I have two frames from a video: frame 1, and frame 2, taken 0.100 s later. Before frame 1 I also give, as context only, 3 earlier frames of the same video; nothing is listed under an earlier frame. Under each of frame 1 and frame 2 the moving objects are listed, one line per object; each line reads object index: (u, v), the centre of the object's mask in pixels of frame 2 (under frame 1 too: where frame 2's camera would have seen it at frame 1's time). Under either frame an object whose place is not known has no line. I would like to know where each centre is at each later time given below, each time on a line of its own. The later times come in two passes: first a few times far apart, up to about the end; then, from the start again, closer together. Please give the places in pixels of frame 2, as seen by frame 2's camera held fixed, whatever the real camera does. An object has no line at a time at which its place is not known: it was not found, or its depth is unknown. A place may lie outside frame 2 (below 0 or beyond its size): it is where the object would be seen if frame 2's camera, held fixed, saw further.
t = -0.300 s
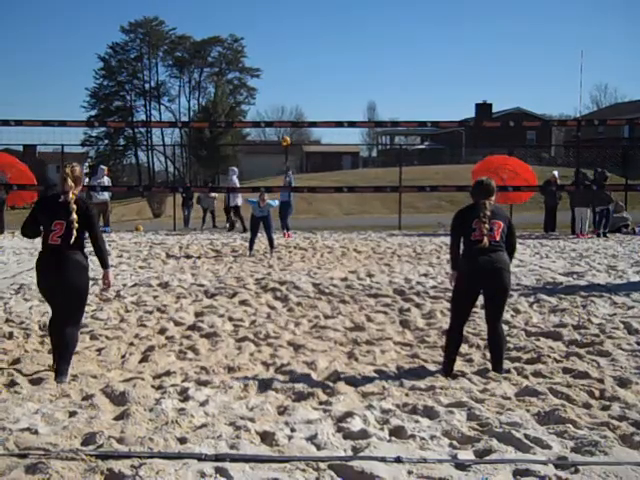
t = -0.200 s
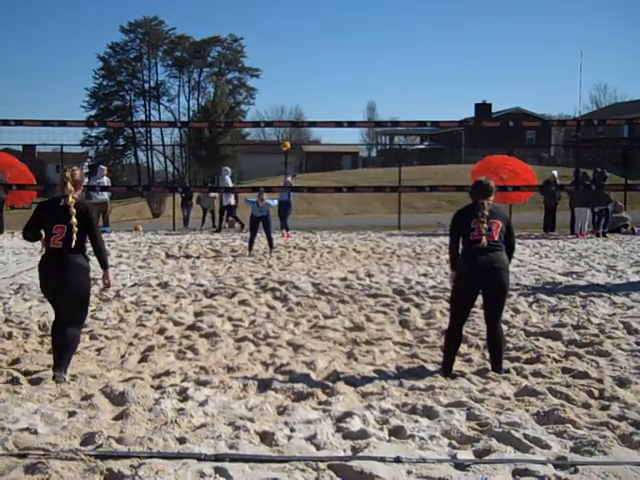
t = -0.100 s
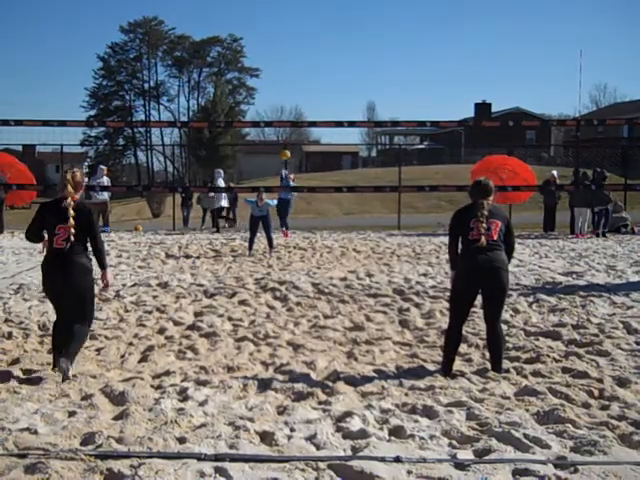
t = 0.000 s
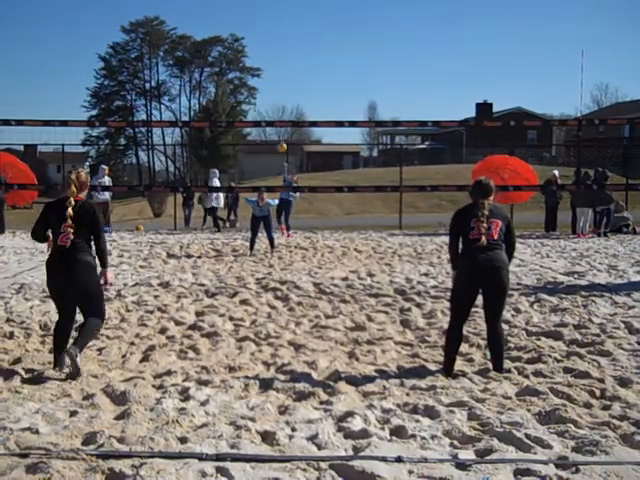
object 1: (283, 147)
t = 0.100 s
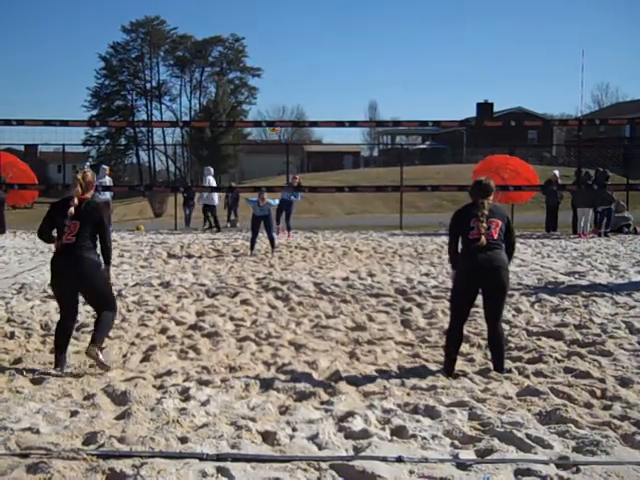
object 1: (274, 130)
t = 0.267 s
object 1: (254, 104)
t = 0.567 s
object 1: (213, 105)
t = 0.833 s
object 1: (142, 192)
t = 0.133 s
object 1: (270, 119)
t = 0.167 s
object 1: (266, 116)
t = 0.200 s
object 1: (262, 112)
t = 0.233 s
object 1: (258, 107)
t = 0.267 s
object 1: (254, 104)
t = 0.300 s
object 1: (251, 101)
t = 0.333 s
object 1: (247, 99)
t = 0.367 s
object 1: (242, 97)
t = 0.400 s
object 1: (237, 96)
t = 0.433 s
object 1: (234, 96)
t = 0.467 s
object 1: (229, 97)
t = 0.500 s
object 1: (223, 98)
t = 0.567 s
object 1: (213, 105)
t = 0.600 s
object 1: (206, 110)
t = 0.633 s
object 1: (199, 117)
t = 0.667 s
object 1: (192, 124)
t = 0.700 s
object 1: (183, 134)
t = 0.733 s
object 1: (175, 145)
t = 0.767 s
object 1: (166, 158)
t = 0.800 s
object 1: (155, 174)
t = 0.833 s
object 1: (142, 192)
